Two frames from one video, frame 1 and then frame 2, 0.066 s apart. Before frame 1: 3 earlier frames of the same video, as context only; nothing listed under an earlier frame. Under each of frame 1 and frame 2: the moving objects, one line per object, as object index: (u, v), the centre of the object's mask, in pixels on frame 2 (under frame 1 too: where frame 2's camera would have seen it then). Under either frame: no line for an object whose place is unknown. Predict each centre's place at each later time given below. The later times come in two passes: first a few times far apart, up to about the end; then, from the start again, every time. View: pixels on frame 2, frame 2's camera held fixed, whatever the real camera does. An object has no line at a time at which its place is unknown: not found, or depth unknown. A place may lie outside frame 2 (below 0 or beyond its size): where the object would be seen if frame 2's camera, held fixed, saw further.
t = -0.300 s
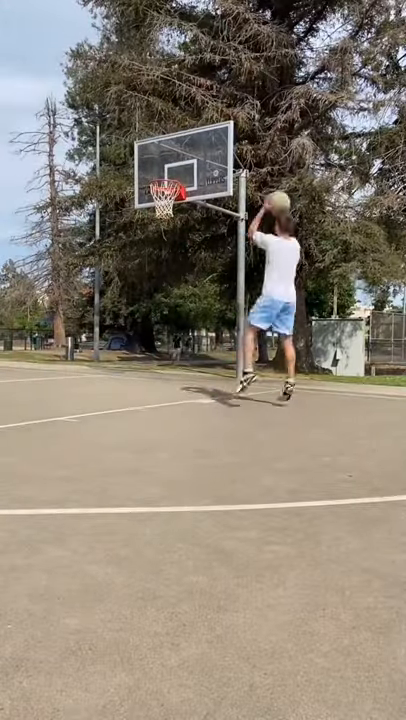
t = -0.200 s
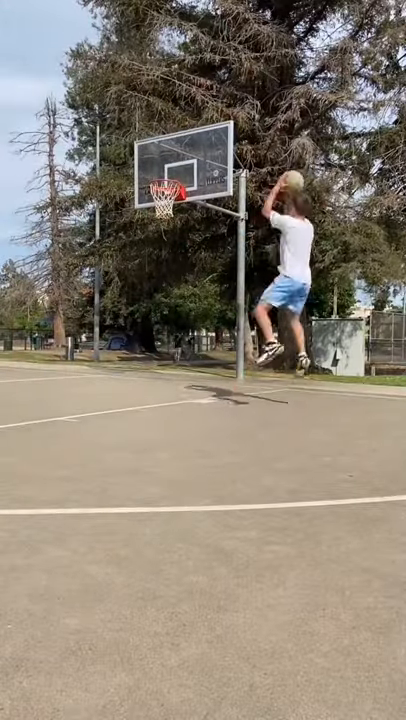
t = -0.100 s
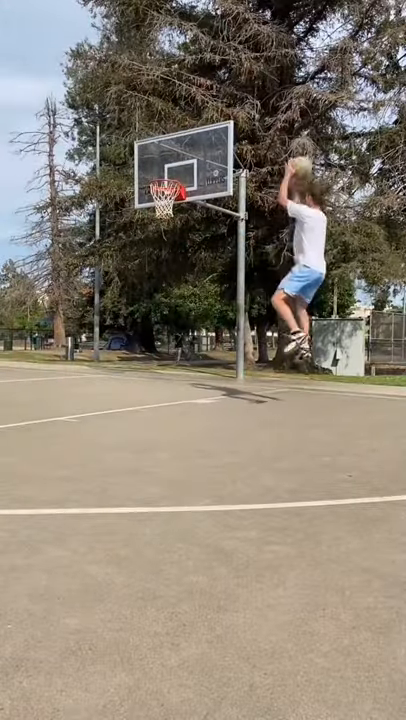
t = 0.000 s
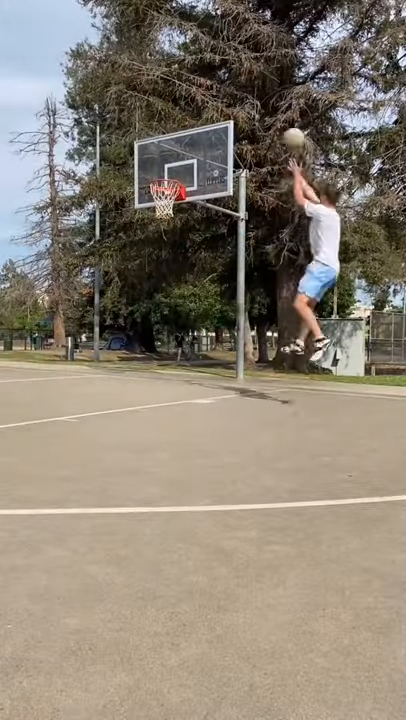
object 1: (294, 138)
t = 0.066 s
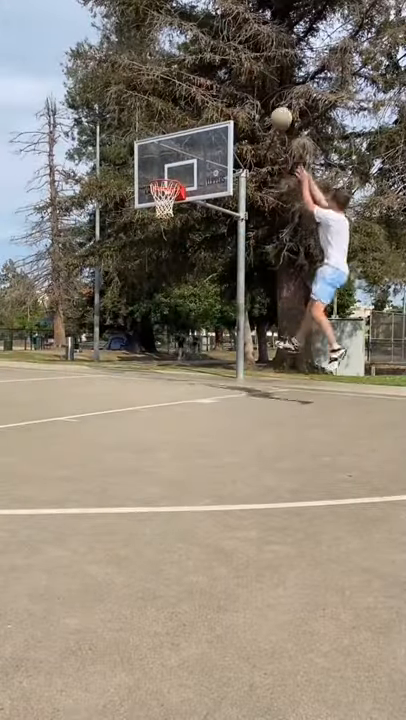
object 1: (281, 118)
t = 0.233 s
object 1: (253, 86)
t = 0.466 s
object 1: (218, 84)
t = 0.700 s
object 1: (187, 121)
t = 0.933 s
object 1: (162, 187)
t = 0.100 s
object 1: (275, 110)
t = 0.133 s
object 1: (269, 102)
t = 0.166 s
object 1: (264, 96)
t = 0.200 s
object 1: (258, 90)
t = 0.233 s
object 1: (253, 86)
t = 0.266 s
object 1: (247, 83)
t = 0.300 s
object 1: (242, 81)
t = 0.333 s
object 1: (237, 80)
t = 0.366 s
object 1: (232, 79)
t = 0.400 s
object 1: (228, 79)
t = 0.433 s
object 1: (223, 80)
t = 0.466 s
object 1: (218, 84)
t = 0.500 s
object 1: (213, 87)
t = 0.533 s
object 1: (209, 90)
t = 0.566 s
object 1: (204, 97)
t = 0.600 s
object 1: (200, 102)
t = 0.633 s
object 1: (195, 109)
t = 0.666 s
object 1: (191, 114)
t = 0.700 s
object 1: (187, 121)
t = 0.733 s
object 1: (183, 130)
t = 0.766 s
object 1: (179, 138)
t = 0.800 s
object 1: (175, 148)
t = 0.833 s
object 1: (171, 158)
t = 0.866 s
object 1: (167, 168)
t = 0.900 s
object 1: (164, 176)
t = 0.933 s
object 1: (162, 187)
